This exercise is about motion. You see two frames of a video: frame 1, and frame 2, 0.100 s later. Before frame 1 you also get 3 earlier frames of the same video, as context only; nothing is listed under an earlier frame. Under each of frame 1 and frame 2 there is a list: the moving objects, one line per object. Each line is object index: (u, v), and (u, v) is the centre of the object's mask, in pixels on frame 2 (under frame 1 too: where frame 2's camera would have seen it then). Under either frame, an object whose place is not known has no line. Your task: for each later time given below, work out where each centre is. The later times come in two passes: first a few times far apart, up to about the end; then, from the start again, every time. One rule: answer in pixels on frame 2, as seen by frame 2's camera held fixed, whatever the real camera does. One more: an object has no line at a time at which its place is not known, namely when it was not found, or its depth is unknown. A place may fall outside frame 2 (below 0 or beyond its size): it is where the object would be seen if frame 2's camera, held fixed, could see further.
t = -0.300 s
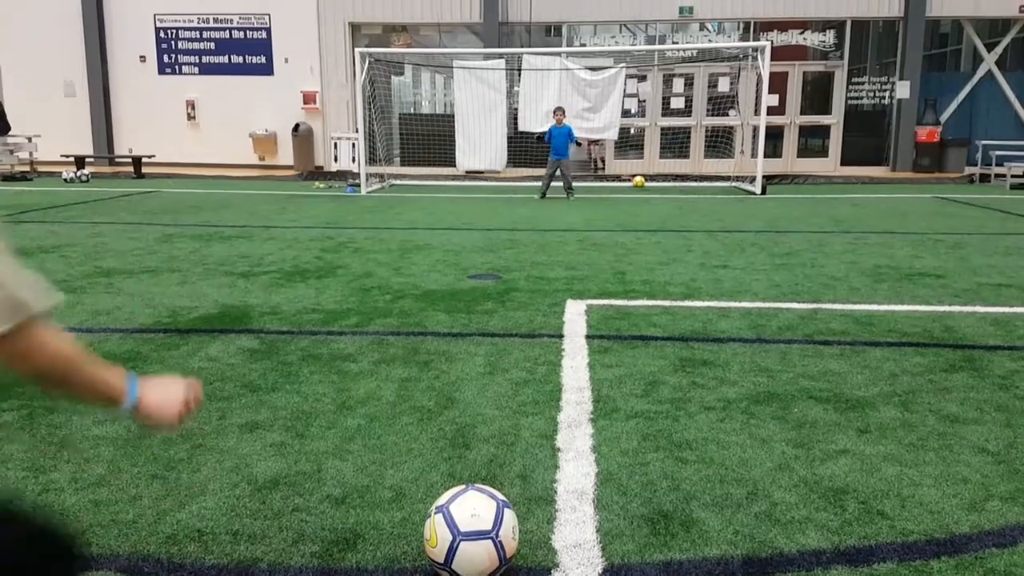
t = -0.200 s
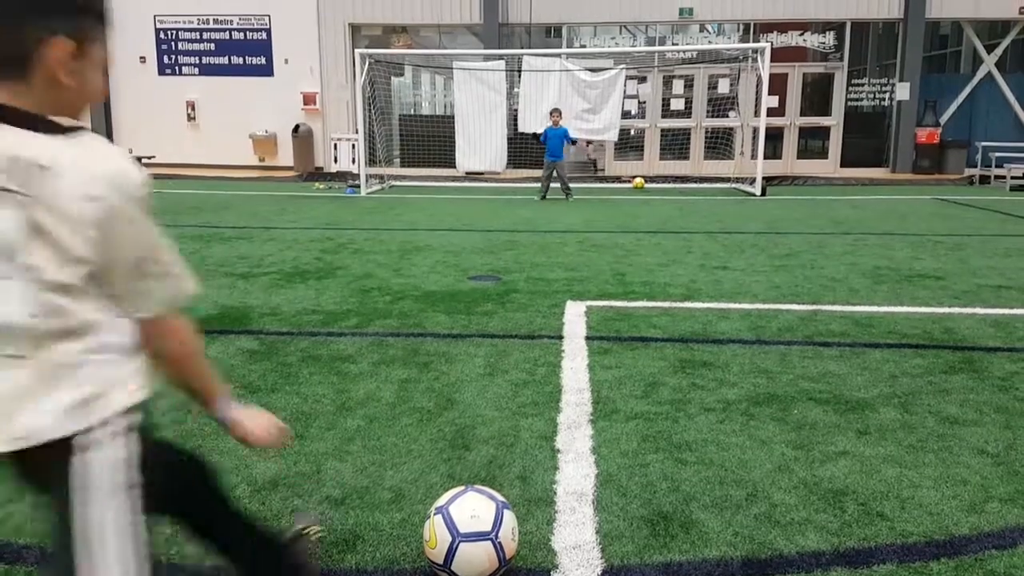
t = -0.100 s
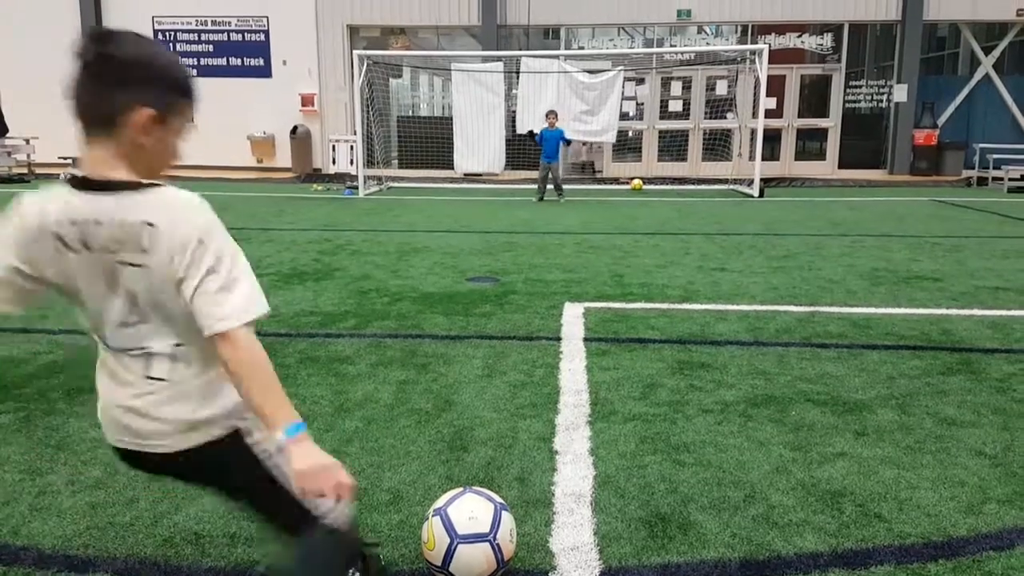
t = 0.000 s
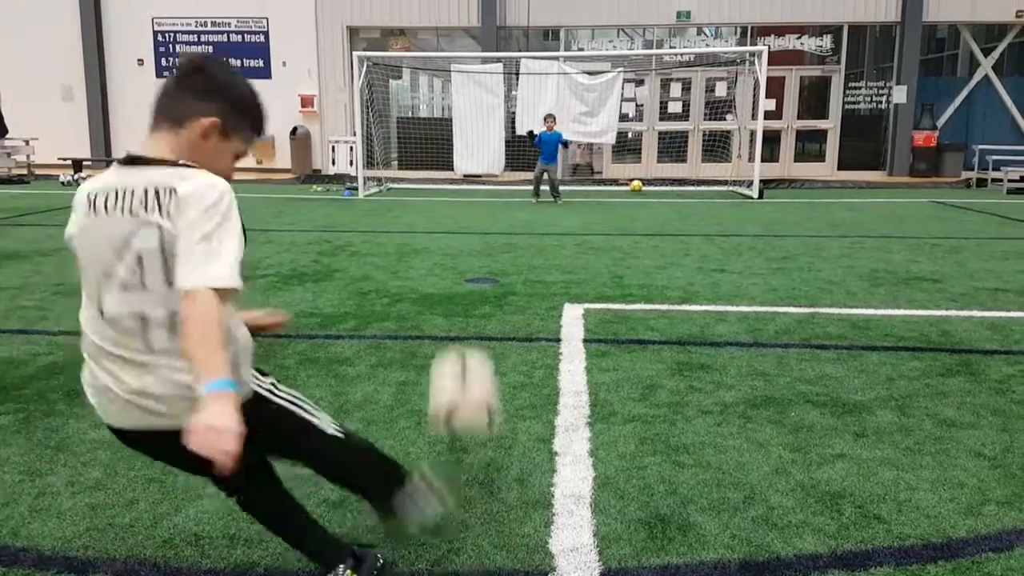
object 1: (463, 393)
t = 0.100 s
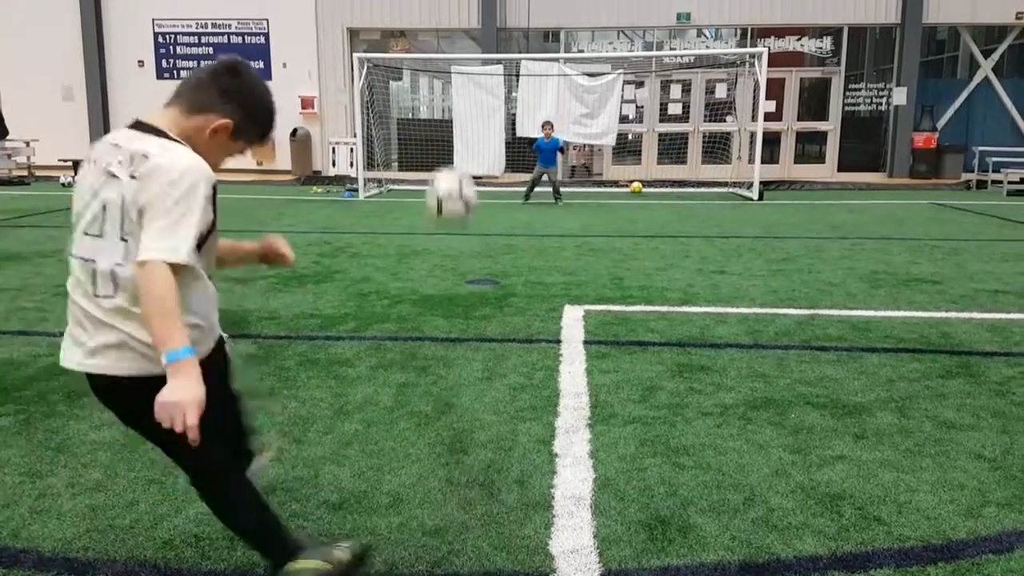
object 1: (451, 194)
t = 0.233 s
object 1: (441, 86)
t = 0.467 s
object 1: (435, 37)
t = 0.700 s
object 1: (442, 51)
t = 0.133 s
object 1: (444, 155)
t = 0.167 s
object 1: (445, 128)
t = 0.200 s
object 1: (443, 105)
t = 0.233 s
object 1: (441, 86)
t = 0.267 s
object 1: (441, 71)
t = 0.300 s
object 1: (440, 61)
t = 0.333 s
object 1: (439, 51)
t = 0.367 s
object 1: (438, 46)
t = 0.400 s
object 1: (436, 41)
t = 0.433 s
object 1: (436, 39)
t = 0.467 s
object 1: (435, 37)
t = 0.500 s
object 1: (434, 37)
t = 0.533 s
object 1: (434, 37)
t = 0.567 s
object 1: (433, 39)
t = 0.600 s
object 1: (432, 40)
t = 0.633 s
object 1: (432, 43)
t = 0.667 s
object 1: (442, 47)
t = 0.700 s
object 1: (442, 51)
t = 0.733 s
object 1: (431, 54)
